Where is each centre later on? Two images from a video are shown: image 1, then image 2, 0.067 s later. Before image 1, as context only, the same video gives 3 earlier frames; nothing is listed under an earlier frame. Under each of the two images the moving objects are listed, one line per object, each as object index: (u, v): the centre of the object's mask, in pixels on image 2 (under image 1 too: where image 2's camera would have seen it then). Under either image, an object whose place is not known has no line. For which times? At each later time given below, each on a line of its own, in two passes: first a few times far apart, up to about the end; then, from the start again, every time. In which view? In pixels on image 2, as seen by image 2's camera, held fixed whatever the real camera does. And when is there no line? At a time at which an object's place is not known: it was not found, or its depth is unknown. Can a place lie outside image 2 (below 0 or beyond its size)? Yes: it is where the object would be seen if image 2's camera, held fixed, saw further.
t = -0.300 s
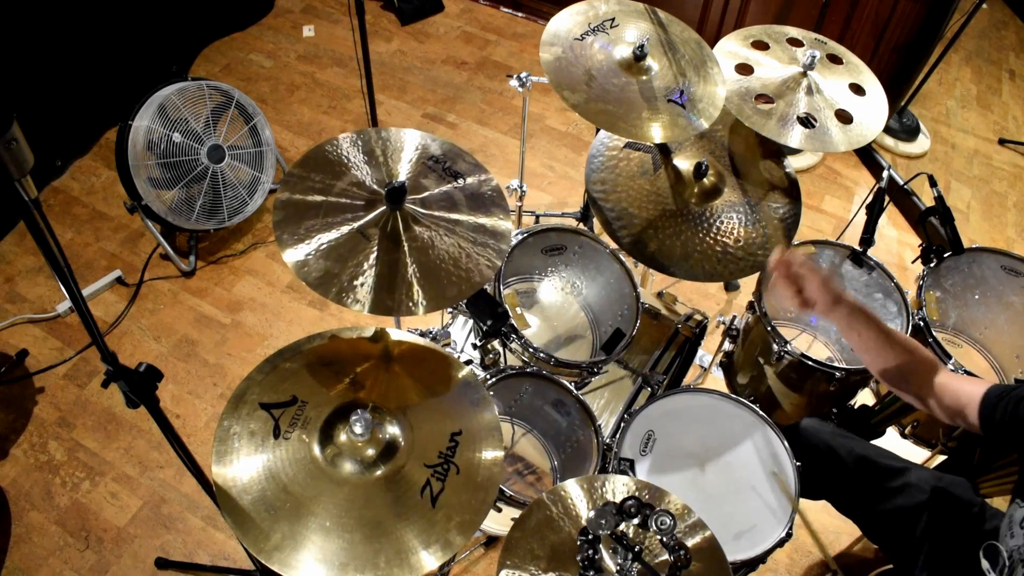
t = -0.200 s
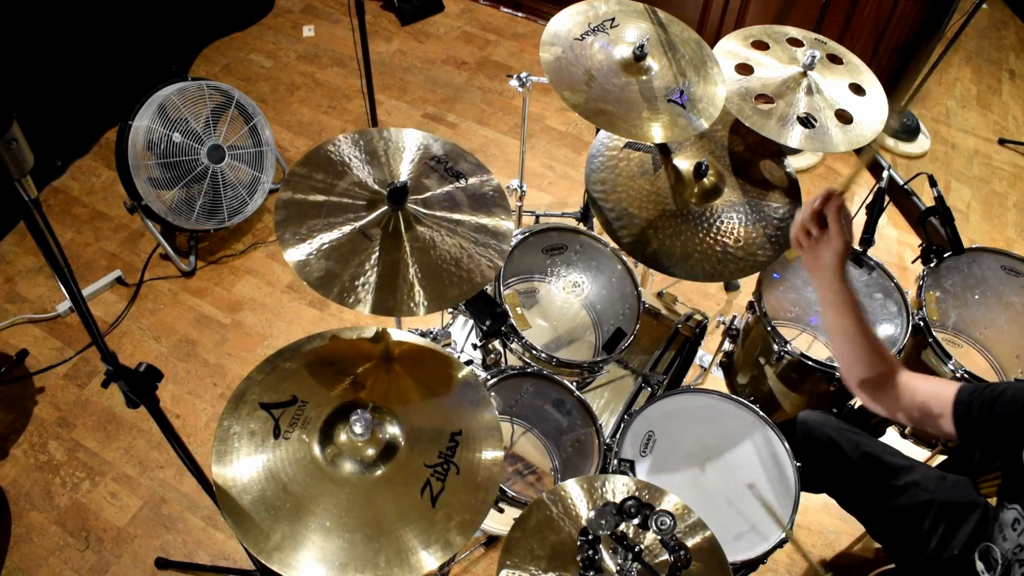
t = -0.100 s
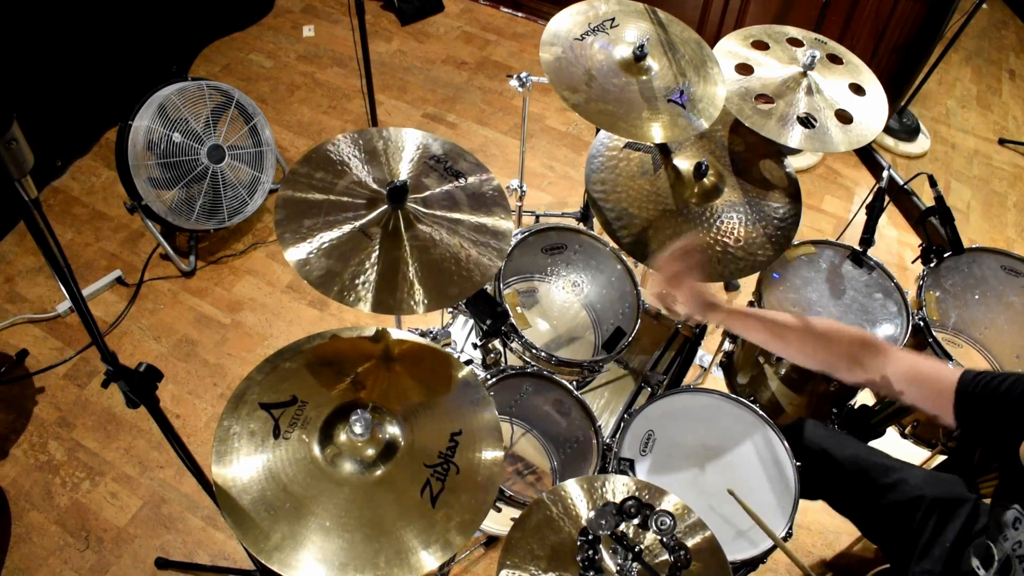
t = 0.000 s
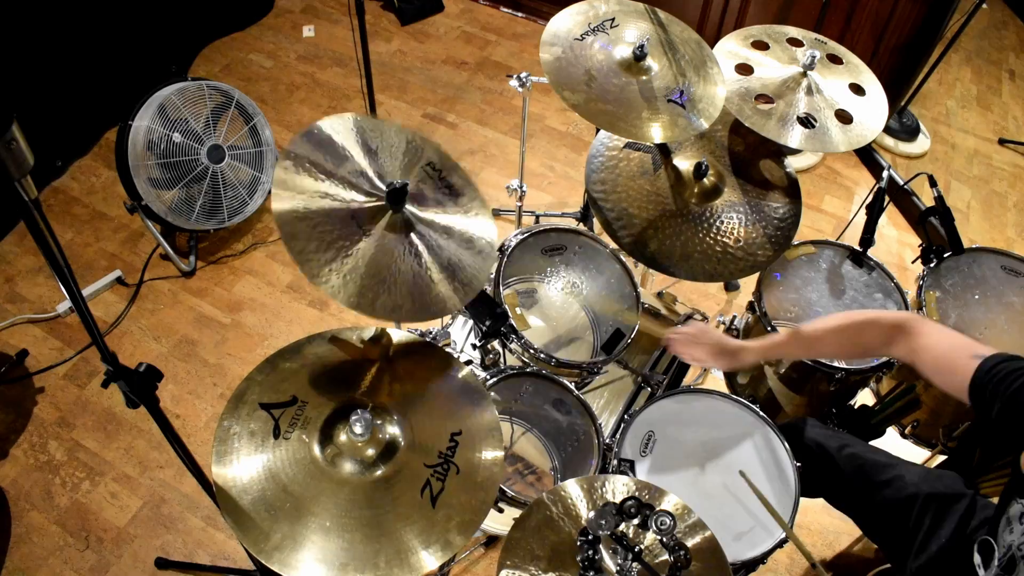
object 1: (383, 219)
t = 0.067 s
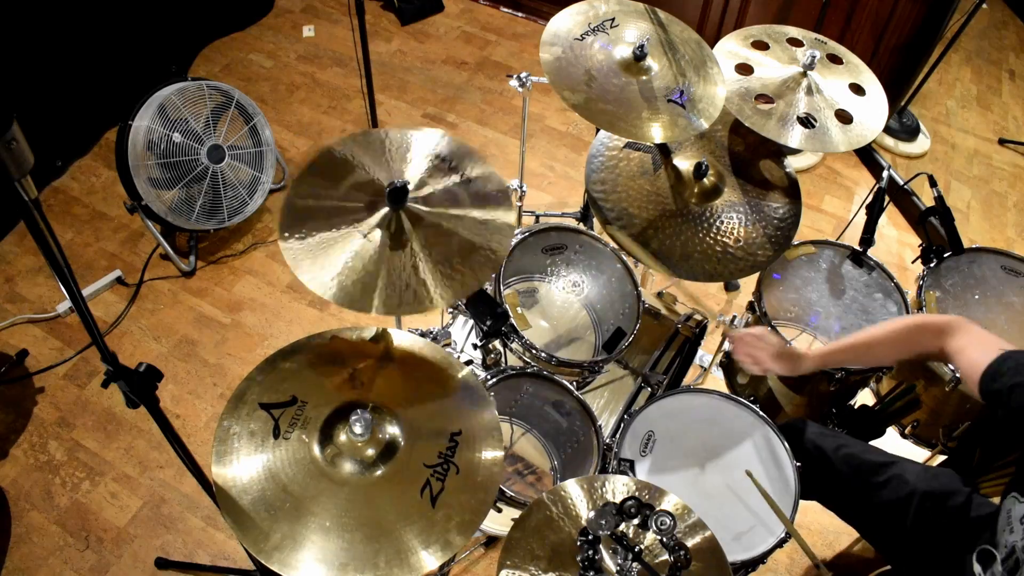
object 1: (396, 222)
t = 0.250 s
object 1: (387, 221)
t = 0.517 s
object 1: (401, 220)
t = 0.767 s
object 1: (387, 221)
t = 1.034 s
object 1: (397, 221)
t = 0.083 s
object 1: (400, 222)
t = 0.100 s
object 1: (403, 221)
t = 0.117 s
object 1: (403, 221)
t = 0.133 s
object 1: (403, 221)
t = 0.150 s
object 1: (399, 222)
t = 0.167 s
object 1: (398, 223)
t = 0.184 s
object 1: (396, 223)
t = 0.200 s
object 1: (393, 223)
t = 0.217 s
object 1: (391, 223)
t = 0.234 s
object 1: (388, 222)
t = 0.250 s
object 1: (387, 221)
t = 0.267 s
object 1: (386, 219)
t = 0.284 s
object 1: (384, 219)
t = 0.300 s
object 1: (384, 219)
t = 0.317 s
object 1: (383, 219)
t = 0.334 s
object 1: (385, 219)
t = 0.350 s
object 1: (387, 219)
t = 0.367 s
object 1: (388, 220)
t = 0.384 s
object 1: (390, 220)
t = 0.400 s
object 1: (391, 221)
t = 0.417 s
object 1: (393, 221)
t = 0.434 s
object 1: (395, 220)
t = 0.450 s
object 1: (396, 221)
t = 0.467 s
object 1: (398, 220)
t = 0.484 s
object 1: (399, 220)
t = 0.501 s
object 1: (401, 220)
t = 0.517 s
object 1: (401, 220)
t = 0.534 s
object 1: (401, 221)
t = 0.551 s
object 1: (401, 221)
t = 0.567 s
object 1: (399, 222)
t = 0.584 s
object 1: (398, 223)
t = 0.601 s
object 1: (396, 223)
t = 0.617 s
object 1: (395, 223)
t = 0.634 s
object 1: (394, 223)
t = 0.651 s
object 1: (392, 223)
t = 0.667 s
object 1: (392, 223)
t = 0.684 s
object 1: (391, 222)
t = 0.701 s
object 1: (390, 222)
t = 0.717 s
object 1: (390, 222)
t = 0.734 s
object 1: (388, 222)
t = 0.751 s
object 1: (388, 222)
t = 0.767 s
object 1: (387, 221)
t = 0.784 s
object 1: (387, 222)
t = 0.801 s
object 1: (388, 221)
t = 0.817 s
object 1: (388, 221)
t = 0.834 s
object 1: (389, 221)
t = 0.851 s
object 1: (389, 220)
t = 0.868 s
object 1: (390, 221)
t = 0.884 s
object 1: (390, 221)
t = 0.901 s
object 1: (391, 221)
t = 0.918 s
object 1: (392, 221)
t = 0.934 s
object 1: (392, 221)
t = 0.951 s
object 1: (394, 221)
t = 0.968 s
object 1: (394, 221)
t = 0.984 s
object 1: (395, 221)
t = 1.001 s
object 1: (396, 221)
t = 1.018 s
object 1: (396, 221)
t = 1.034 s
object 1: (397, 221)
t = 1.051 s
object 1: (397, 221)
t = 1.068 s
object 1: (397, 221)
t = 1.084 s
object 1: (397, 221)
